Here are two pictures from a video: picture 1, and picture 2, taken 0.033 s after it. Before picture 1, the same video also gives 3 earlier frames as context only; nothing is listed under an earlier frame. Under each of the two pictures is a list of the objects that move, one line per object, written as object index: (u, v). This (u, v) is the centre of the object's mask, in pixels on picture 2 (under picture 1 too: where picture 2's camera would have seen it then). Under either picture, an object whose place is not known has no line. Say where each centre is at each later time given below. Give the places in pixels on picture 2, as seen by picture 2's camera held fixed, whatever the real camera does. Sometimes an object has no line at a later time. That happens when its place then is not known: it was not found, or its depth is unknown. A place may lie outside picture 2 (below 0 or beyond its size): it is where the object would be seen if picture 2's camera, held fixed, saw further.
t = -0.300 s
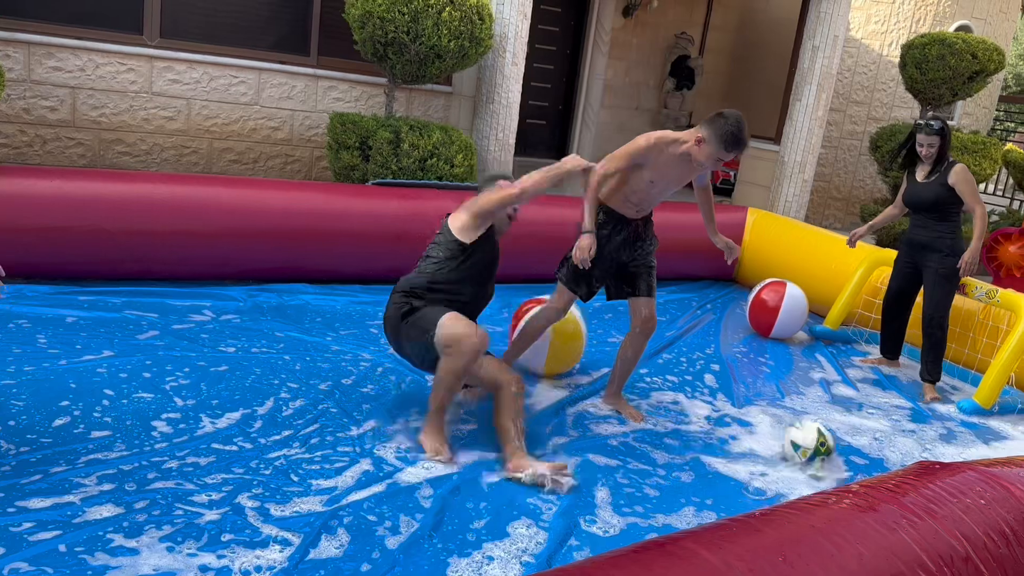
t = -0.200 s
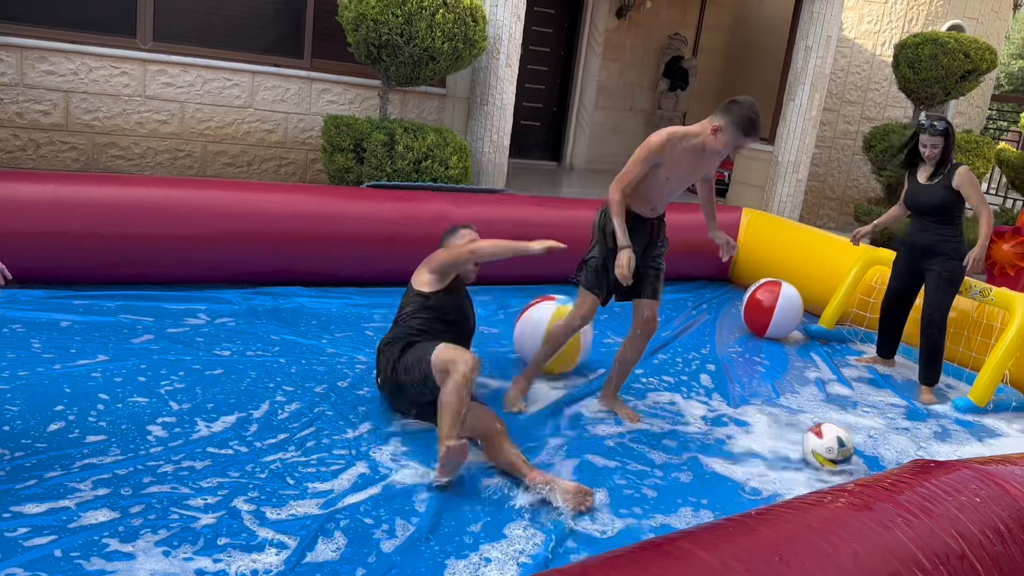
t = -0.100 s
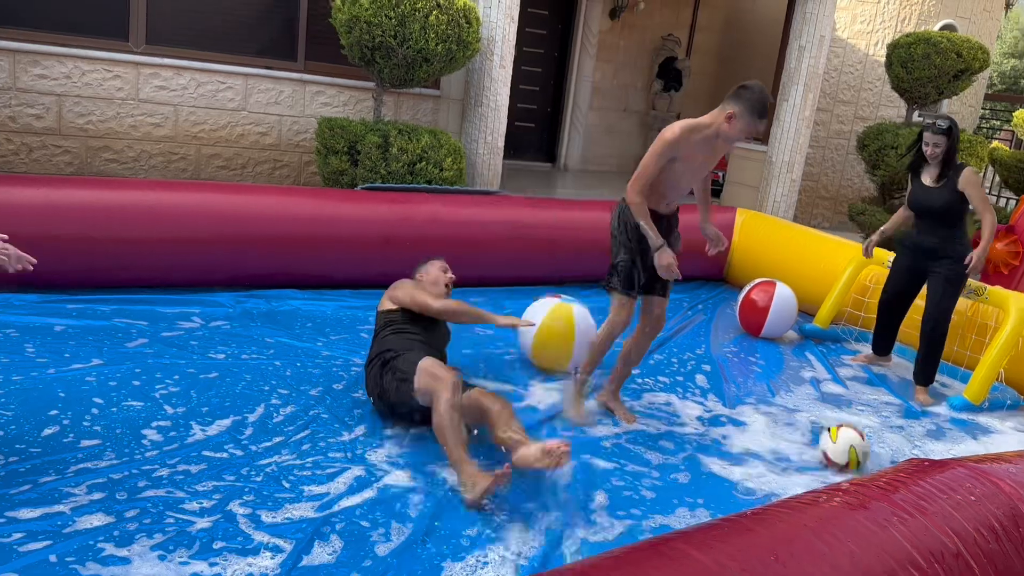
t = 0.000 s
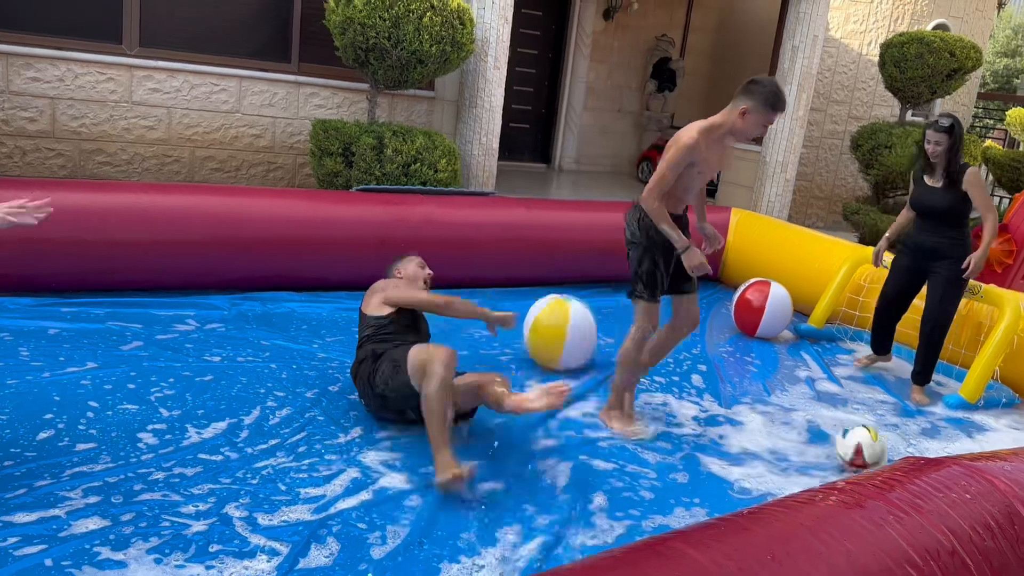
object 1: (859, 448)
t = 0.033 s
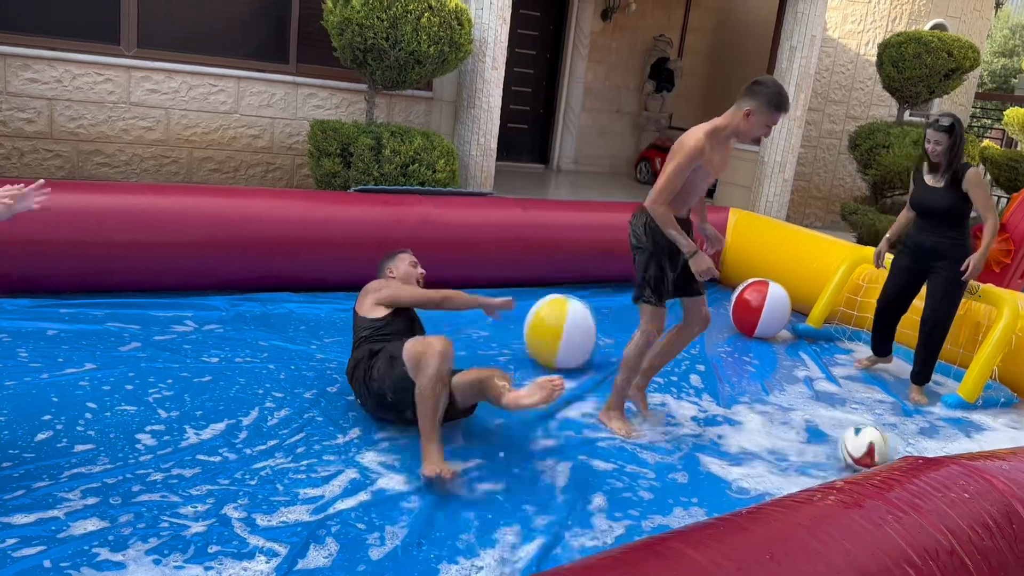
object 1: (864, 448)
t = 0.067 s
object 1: (869, 448)
